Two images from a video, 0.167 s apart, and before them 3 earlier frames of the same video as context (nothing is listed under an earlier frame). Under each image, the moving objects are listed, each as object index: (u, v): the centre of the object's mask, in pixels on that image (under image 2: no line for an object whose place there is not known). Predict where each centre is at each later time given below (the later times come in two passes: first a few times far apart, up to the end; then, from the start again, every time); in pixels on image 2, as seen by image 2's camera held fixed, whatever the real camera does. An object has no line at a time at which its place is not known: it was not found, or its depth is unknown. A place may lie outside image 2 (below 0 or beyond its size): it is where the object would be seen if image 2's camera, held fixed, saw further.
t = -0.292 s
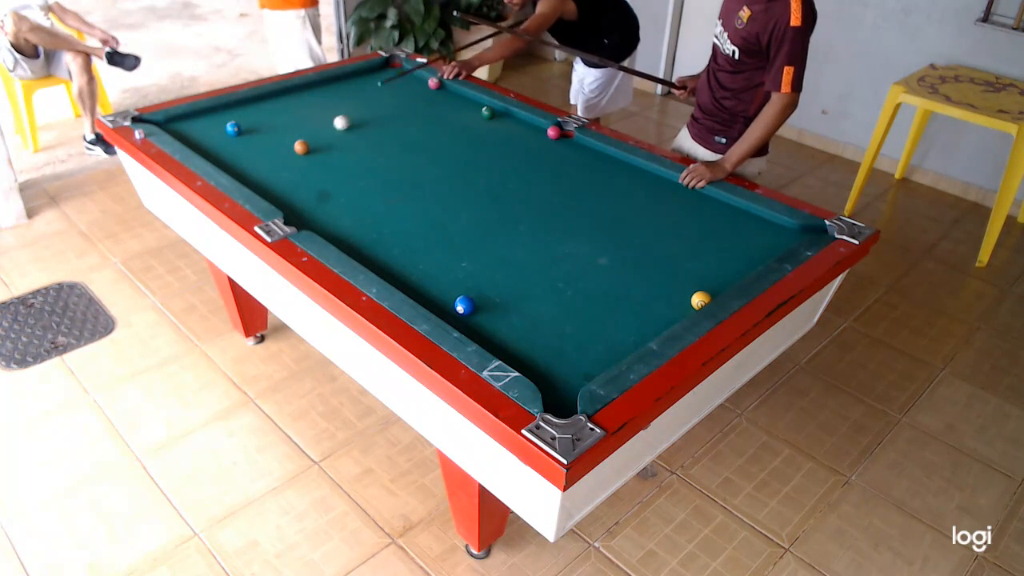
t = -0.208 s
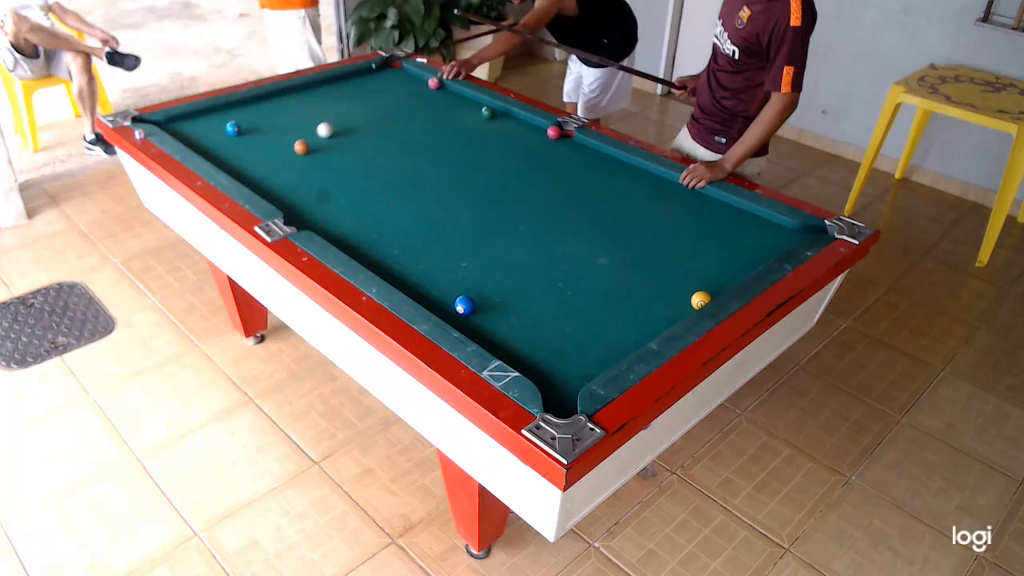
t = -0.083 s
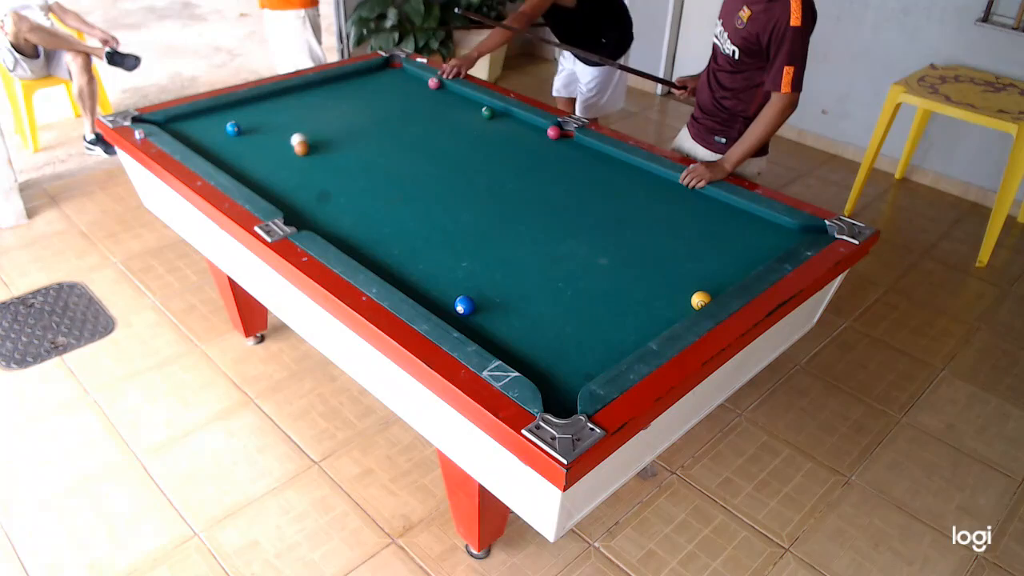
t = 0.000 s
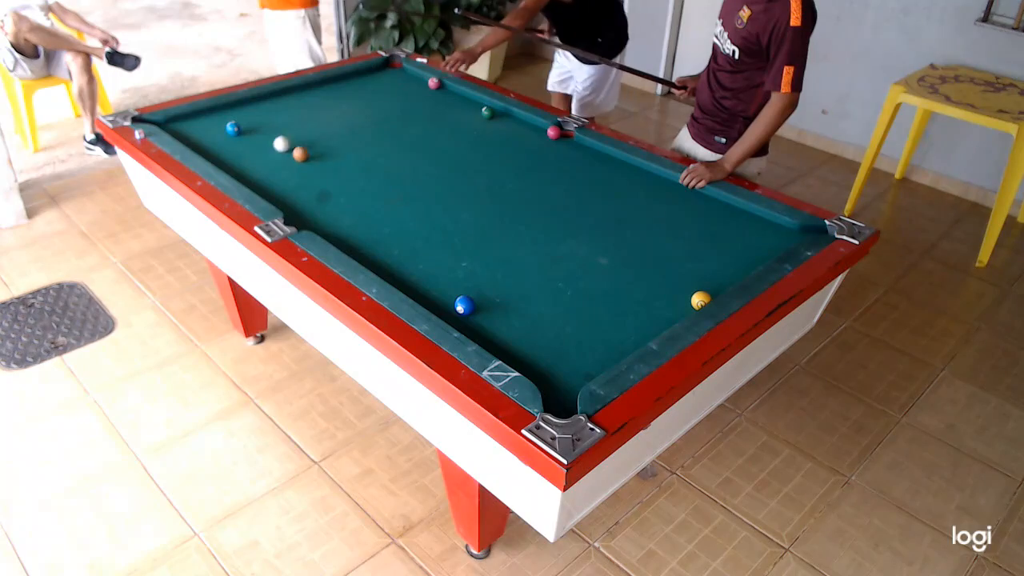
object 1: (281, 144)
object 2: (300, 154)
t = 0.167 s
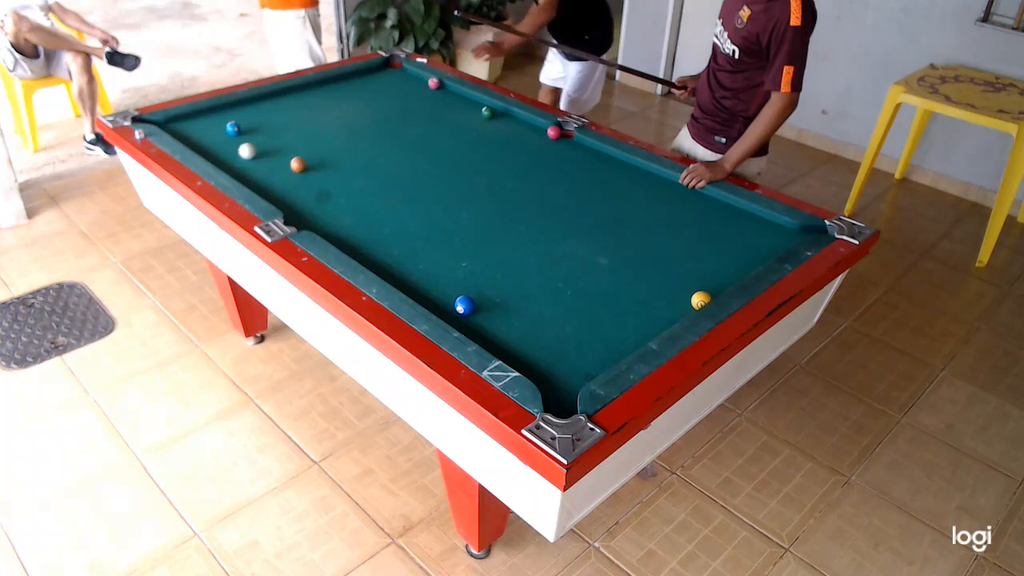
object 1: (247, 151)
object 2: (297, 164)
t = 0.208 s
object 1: (238, 153)
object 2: (297, 167)
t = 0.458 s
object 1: (224, 152)
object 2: (293, 183)
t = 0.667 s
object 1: (247, 143)
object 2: (290, 196)
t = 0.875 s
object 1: (268, 134)
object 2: (288, 207)
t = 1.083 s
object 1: (287, 127)
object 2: (300, 213)
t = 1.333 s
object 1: (307, 118)
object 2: (318, 217)
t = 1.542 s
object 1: (323, 112)
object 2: (332, 220)
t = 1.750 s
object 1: (336, 106)
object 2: (344, 222)
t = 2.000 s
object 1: (351, 99)
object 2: (356, 224)
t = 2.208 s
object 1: (362, 95)
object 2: (365, 225)
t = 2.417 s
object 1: (371, 91)
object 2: (372, 226)
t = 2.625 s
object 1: (380, 87)
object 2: (377, 226)
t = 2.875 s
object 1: (389, 83)
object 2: (380, 227)
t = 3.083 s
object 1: (396, 80)
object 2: (381, 227)
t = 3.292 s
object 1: (401, 77)
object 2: (381, 227)
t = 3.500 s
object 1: (406, 75)
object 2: (381, 227)
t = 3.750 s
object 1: (411, 73)
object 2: (381, 227)
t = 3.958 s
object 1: (408, 73)
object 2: (381, 227)
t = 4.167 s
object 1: (406, 73)
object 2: (381, 227)
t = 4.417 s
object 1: (404, 73)
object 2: (381, 227)
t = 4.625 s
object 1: (404, 74)
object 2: (381, 227)
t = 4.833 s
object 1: (404, 74)
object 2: (381, 227)
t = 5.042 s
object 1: (404, 74)
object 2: (381, 227)
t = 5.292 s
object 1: (404, 74)
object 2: (381, 227)
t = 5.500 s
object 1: (404, 74)
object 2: (381, 226)
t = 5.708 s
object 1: (404, 74)
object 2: (381, 227)
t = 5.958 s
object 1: (404, 74)
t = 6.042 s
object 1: (404, 74)
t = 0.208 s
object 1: (238, 153)
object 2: (297, 167)
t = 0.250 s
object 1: (229, 154)
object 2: (296, 170)
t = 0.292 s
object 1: (220, 156)
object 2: (296, 172)
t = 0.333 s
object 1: (212, 156)
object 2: (295, 175)
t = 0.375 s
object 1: (214, 155)
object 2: (294, 178)
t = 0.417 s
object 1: (219, 154)
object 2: (293, 180)
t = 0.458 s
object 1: (224, 152)
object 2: (293, 183)
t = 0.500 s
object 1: (229, 150)
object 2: (293, 185)
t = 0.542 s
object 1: (234, 149)
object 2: (292, 188)
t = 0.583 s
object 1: (238, 147)
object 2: (291, 191)
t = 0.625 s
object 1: (243, 145)
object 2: (291, 193)
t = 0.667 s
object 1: (247, 143)
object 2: (290, 196)
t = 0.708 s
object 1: (252, 141)
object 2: (290, 198)
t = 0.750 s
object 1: (256, 140)
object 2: (289, 201)
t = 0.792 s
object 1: (260, 138)
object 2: (288, 203)
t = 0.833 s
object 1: (264, 136)
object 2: (288, 205)
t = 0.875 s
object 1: (268, 134)
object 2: (288, 207)
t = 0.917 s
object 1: (272, 133)
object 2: (288, 209)
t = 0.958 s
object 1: (276, 131)
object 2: (291, 210)
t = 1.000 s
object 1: (280, 130)
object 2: (294, 211)
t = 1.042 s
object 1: (284, 128)
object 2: (298, 212)
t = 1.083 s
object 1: (287, 127)
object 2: (300, 213)
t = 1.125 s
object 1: (290, 125)
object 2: (303, 214)
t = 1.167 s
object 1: (294, 124)
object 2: (307, 215)
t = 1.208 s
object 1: (297, 122)
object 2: (309, 216)
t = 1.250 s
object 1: (301, 121)
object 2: (313, 216)
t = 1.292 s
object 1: (304, 119)
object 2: (315, 217)
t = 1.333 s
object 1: (307, 118)
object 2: (318, 217)
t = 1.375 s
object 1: (311, 117)
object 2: (321, 218)
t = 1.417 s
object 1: (314, 115)
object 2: (324, 218)
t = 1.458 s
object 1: (317, 114)
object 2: (327, 219)
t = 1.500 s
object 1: (320, 113)
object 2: (330, 219)
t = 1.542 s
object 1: (323, 112)
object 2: (332, 220)
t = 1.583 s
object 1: (325, 110)
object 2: (334, 220)
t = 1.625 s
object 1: (328, 109)
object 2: (337, 221)
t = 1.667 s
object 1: (331, 108)
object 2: (339, 221)
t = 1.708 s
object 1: (334, 107)
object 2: (342, 221)
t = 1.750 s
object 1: (336, 106)
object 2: (344, 222)
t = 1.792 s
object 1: (339, 105)
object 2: (346, 222)
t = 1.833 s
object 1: (342, 104)
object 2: (349, 223)
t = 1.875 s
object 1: (344, 103)
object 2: (351, 223)
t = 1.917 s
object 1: (347, 101)
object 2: (353, 223)
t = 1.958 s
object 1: (349, 101)
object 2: (354, 224)
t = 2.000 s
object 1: (351, 99)
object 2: (356, 224)
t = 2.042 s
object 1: (353, 99)
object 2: (358, 224)
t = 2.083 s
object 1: (355, 98)
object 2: (360, 224)
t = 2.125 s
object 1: (358, 97)
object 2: (362, 225)
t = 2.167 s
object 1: (360, 96)
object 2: (363, 225)
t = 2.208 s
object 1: (362, 95)
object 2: (365, 225)
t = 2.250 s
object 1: (364, 94)
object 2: (367, 225)
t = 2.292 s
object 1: (366, 93)
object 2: (368, 225)
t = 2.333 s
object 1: (368, 92)
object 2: (369, 226)
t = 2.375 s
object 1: (370, 91)
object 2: (371, 226)
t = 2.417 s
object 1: (371, 91)
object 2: (372, 226)
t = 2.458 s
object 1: (373, 90)
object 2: (373, 226)
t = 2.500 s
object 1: (375, 89)
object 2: (374, 226)
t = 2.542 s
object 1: (377, 88)
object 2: (375, 226)
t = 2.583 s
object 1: (378, 88)
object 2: (376, 226)
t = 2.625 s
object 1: (380, 87)
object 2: (377, 226)
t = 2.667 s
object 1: (382, 86)
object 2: (377, 226)
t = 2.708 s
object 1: (383, 85)
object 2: (378, 226)
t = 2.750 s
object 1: (385, 85)
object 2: (379, 227)
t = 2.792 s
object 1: (386, 84)
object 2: (379, 227)
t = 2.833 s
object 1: (388, 83)
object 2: (380, 227)
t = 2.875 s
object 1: (389, 83)
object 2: (380, 227)
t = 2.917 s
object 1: (390, 82)
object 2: (380, 227)
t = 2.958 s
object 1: (392, 82)
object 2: (381, 227)
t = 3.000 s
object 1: (393, 81)
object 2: (381, 227)
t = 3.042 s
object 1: (394, 80)
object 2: (381, 227)
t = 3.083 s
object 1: (396, 80)
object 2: (381, 227)
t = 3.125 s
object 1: (397, 79)
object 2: (381, 227)
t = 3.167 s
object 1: (398, 79)
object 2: (381, 227)
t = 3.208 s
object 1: (399, 78)
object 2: (381, 227)
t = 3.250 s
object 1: (400, 78)
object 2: (381, 227)
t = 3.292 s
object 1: (401, 77)
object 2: (381, 227)
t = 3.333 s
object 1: (402, 77)
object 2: (381, 227)
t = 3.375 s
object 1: (403, 76)
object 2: (381, 227)
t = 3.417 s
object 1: (404, 76)
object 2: (381, 227)
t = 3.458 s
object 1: (405, 75)
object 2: (381, 227)
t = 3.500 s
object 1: (406, 75)
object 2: (381, 227)
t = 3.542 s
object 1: (407, 75)
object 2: (381, 227)
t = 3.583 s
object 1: (408, 74)
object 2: (381, 227)
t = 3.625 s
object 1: (409, 74)
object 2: (381, 227)
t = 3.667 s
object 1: (410, 74)
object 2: (381, 227)
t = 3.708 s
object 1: (410, 73)
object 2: (381, 227)
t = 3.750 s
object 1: (411, 73)
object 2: (381, 227)
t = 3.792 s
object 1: (411, 73)
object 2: (381, 227)
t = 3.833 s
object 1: (411, 73)
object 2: (381, 227)
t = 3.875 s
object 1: (410, 73)
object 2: (381, 227)
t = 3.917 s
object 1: (409, 73)
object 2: (381, 227)
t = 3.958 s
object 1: (408, 73)
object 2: (381, 227)
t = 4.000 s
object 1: (408, 73)
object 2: (381, 227)
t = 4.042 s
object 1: (407, 73)
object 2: (381, 227)
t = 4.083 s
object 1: (407, 73)
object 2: (381, 227)
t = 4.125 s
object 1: (406, 73)
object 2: (381, 227)
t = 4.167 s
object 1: (406, 73)
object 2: (381, 227)
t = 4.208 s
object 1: (405, 73)
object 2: (381, 227)
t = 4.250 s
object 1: (405, 73)
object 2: (381, 227)
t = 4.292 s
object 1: (405, 73)
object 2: (381, 227)
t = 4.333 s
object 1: (405, 73)
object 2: (381, 227)
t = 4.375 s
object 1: (404, 74)
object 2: (381, 227)
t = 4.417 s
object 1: (404, 73)
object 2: (381, 227)
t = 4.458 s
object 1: (404, 74)
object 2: (381, 227)
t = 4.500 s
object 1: (404, 74)
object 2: (381, 227)
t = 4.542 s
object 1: (404, 74)
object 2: (381, 227)
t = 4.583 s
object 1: (404, 74)
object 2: (381, 227)
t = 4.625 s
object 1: (404, 74)
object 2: (381, 227)
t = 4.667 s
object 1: (404, 74)
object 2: (381, 227)
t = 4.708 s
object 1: (404, 74)
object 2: (381, 227)
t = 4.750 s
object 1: (404, 74)
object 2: (381, 227)
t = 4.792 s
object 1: (404, 74)
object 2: (381, 227)
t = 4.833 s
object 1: (404, 74)
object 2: (381, 227)
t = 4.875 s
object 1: (404, 74)
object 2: (381, 227)
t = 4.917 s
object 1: (404, 74)
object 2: (381, 227)
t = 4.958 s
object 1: (404, 74)
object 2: (381, 227)
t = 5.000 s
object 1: (404, 74)
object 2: (381, 227)
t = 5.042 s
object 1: (404, 74)
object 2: (381, 227)
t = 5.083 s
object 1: (404, 74)
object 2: (381, 227)
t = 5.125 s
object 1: (404, 74)
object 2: (381, 226)
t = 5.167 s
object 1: (404, 74)
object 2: (381, 226)
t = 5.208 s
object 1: (404, 74)
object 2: (381, 227)
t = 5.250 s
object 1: (404, 74)
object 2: (381, 227)
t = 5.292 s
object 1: (404, 74)
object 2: (381, 227)
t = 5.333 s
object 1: (404, 74)
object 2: (381, 227)
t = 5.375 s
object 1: (404, 74)
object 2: (381, 226)
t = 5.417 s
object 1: (404, 74)
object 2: (381, 227)
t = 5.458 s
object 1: (404, 74)
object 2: (381, 226)
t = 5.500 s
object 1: (404, 74)
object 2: (381, 226)
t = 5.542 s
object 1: (404, 74)
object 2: (381, 227)
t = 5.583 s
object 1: (404, 74)
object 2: (381, 227)
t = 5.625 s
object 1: (404, 74)
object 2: (381, 227)
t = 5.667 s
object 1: (404, 74)
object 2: (381, 227)
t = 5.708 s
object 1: (404, 74)
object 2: (381, 227)
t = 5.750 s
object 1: (404, 74)
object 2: (381, 227)
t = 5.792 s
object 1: (404, 74)
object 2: (381, 226)
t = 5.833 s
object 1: (404, 74)
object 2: (381, 227)
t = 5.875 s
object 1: (404, 74)
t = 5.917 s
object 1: (404, 74)
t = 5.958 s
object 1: (404, 74)
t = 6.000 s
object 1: (404, 74)
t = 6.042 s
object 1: (404, 74)
